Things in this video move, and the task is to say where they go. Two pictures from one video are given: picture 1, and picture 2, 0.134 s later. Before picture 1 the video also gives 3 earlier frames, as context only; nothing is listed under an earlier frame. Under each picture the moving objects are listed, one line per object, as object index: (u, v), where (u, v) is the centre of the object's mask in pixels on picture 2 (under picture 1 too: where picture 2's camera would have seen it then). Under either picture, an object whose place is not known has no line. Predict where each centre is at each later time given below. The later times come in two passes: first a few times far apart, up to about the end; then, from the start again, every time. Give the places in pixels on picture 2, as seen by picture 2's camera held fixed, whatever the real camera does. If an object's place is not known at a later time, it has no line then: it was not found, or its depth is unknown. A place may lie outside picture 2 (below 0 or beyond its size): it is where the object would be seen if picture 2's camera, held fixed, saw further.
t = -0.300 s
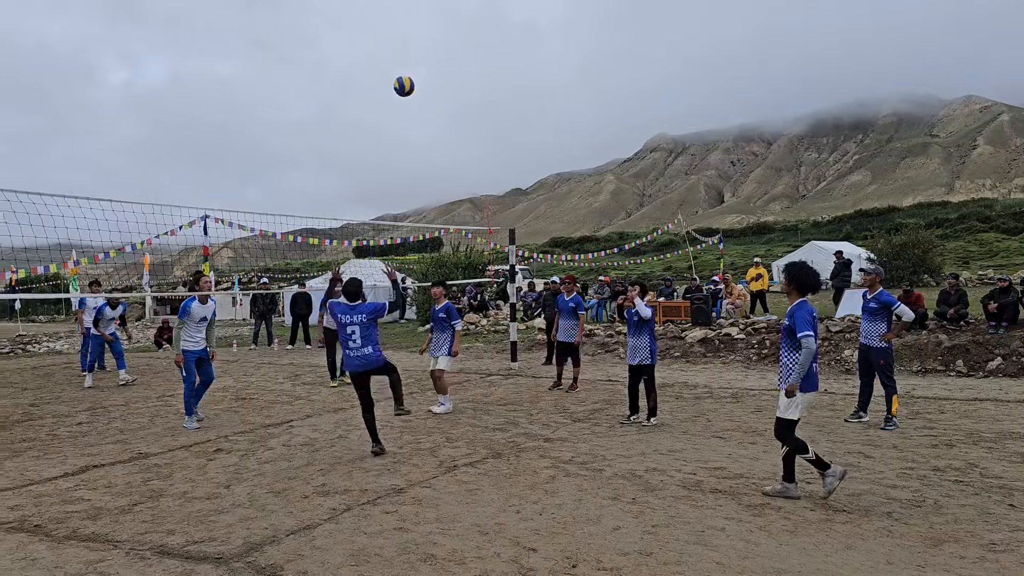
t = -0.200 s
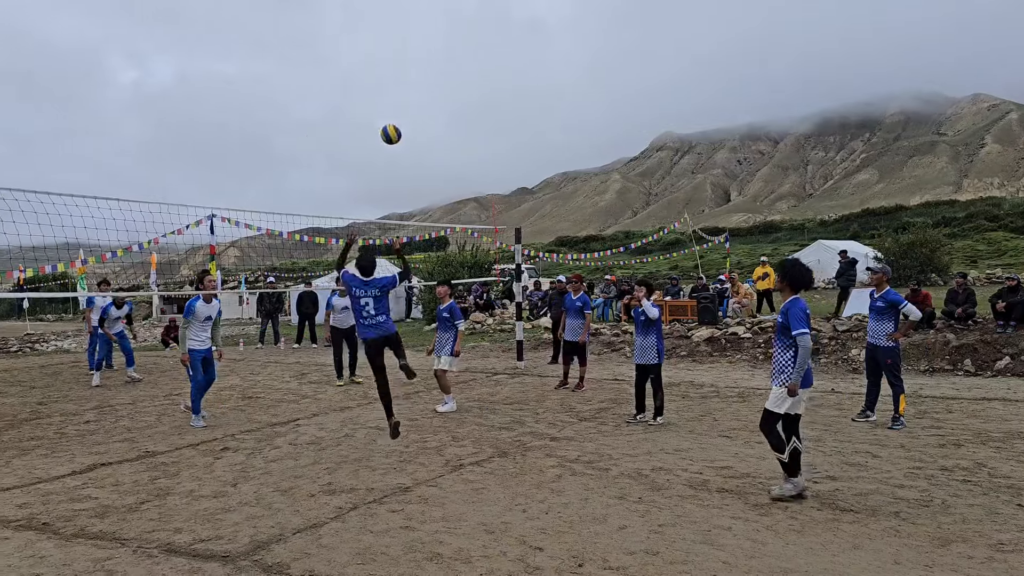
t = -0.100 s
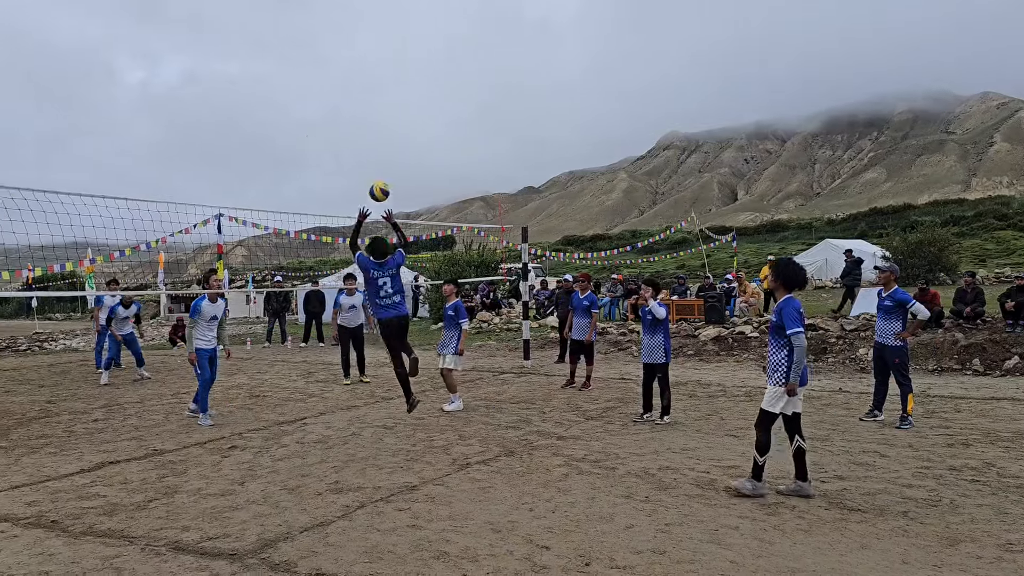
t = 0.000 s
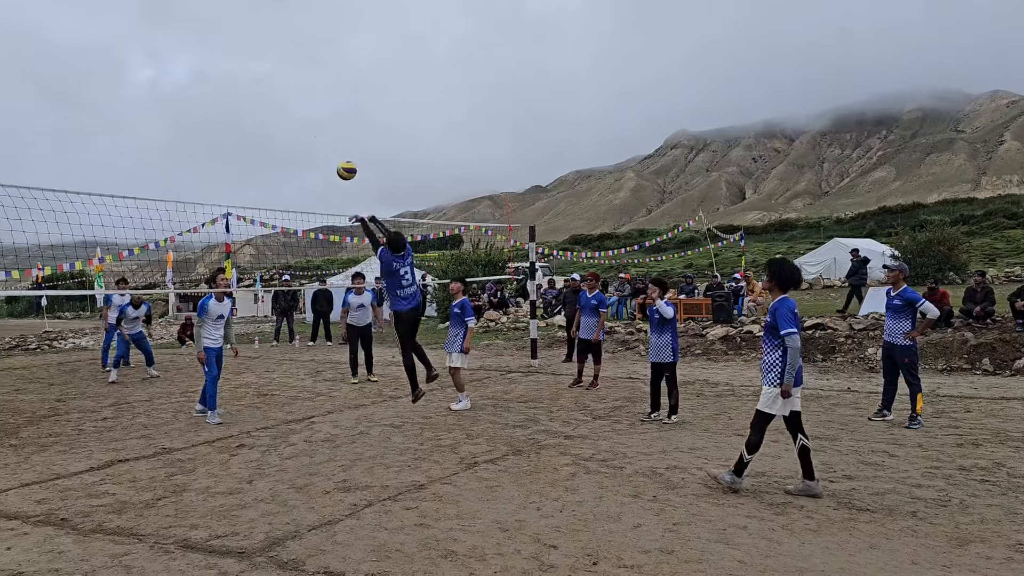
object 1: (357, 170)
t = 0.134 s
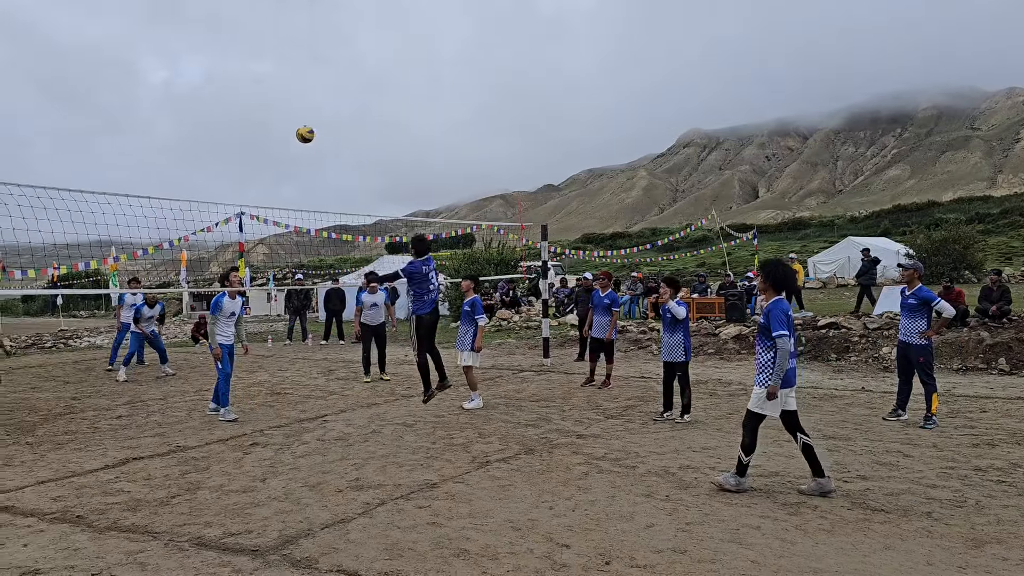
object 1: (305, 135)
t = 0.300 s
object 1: (253, 118)
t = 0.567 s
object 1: (191, 139)
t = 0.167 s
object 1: (294, 129)
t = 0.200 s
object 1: (283, 124)
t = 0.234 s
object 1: (272, 121)
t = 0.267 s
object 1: (263, 119)
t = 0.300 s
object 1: (253, 118)
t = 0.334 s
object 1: (244, 118)
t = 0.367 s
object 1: (235, 118)
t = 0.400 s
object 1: (227, 119)
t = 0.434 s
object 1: (219, 122)
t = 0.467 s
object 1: (212, 125)
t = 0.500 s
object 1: (205, 129)
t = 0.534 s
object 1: (198, 134)
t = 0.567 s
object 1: (191, 139)
